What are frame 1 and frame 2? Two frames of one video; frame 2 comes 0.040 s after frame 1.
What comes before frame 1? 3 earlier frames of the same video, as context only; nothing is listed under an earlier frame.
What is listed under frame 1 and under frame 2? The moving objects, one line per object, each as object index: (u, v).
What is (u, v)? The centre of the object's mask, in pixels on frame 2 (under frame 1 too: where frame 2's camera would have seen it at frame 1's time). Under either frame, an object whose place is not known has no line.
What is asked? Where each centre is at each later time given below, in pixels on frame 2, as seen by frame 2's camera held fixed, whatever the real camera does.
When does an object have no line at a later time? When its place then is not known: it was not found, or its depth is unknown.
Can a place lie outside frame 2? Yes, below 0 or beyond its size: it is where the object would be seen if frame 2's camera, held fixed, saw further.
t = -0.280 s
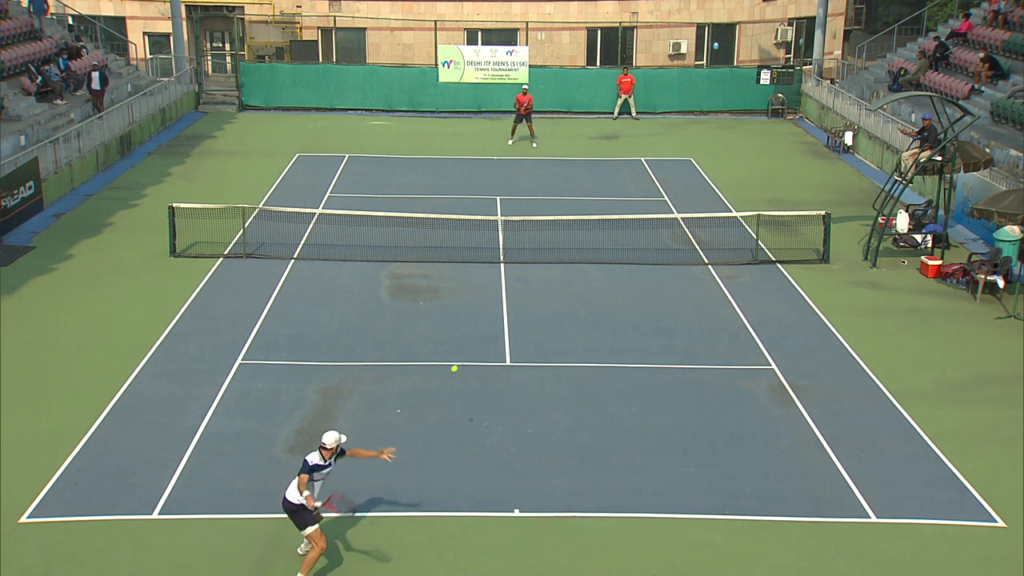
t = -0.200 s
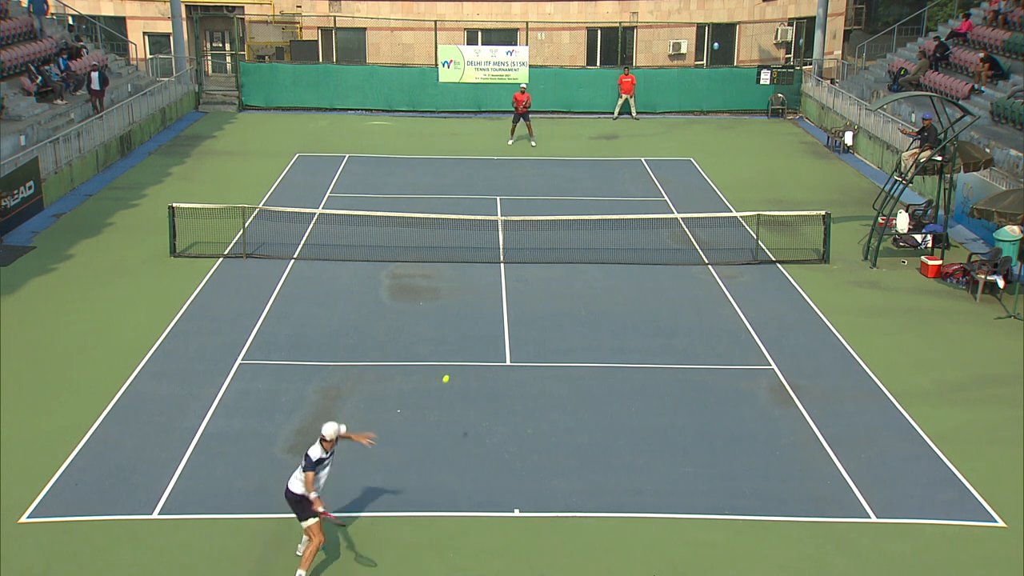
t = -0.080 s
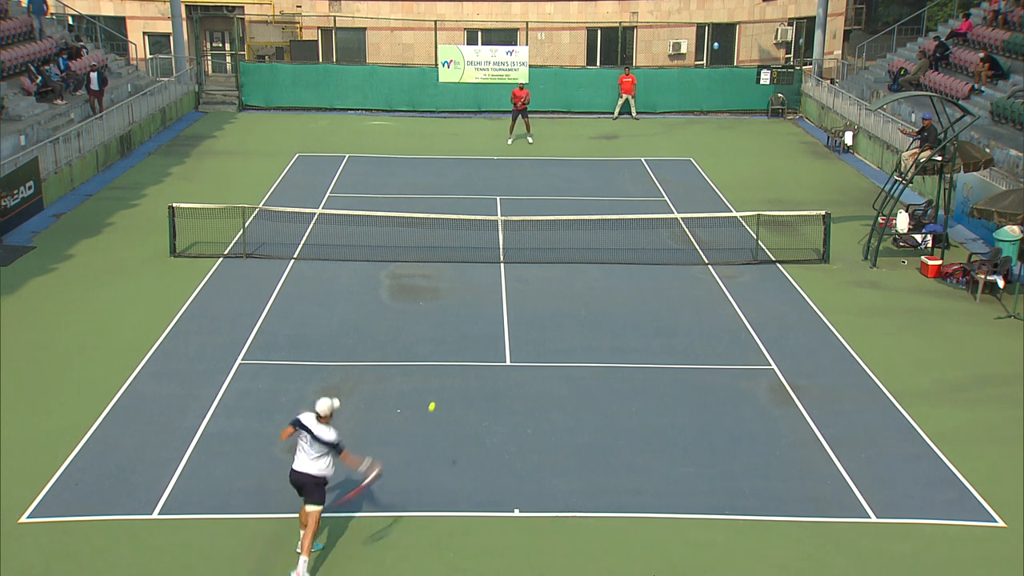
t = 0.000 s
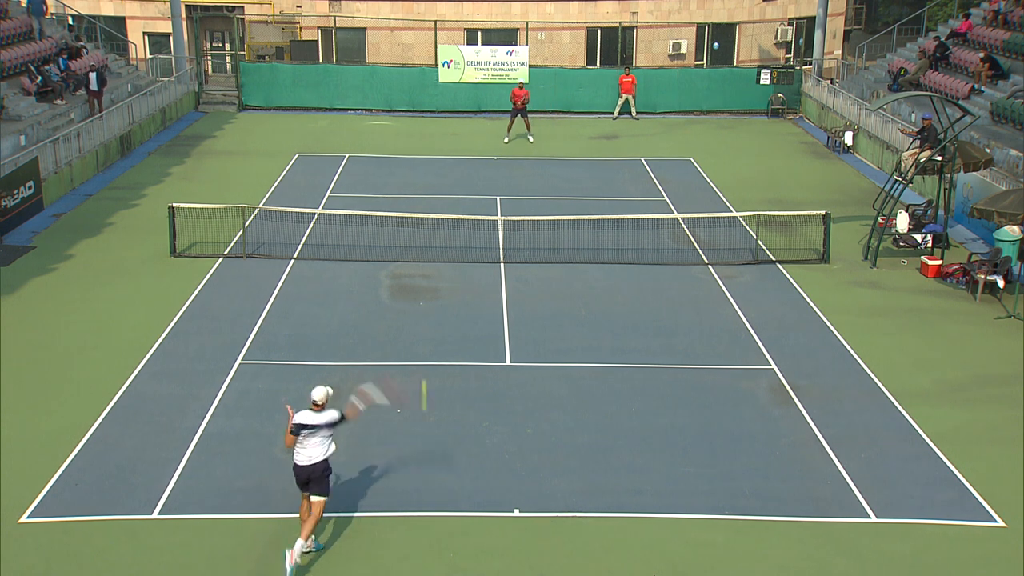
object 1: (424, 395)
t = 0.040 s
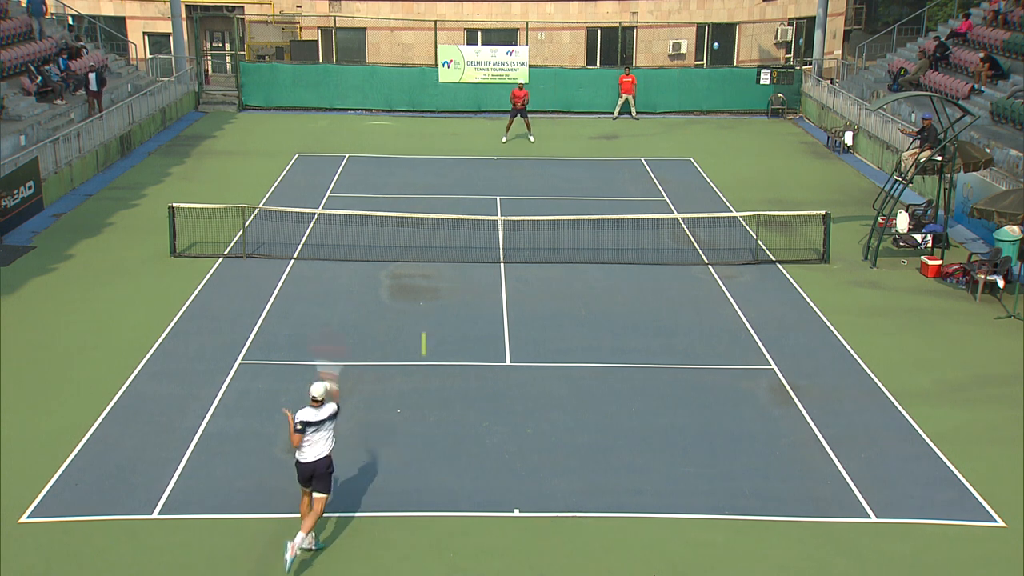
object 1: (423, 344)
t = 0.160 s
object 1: (424, 249)
